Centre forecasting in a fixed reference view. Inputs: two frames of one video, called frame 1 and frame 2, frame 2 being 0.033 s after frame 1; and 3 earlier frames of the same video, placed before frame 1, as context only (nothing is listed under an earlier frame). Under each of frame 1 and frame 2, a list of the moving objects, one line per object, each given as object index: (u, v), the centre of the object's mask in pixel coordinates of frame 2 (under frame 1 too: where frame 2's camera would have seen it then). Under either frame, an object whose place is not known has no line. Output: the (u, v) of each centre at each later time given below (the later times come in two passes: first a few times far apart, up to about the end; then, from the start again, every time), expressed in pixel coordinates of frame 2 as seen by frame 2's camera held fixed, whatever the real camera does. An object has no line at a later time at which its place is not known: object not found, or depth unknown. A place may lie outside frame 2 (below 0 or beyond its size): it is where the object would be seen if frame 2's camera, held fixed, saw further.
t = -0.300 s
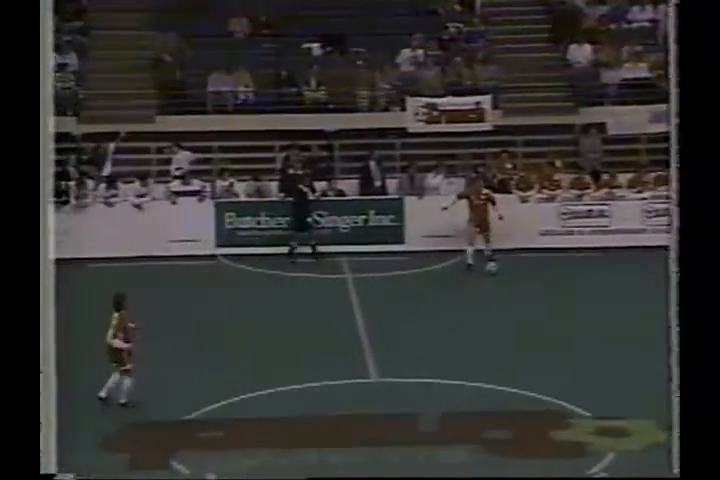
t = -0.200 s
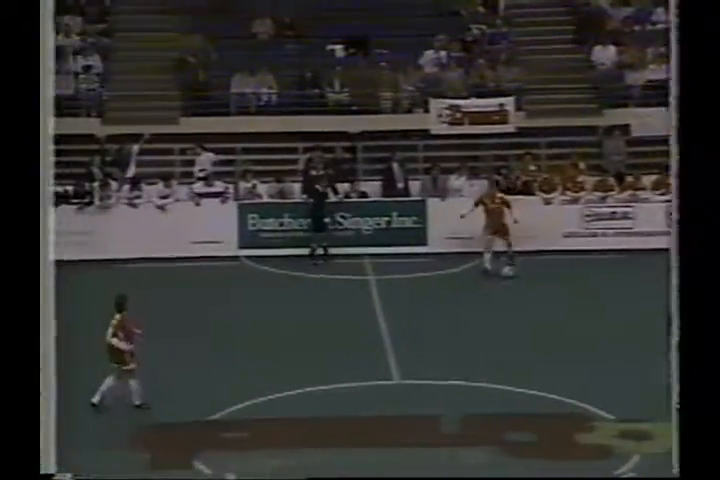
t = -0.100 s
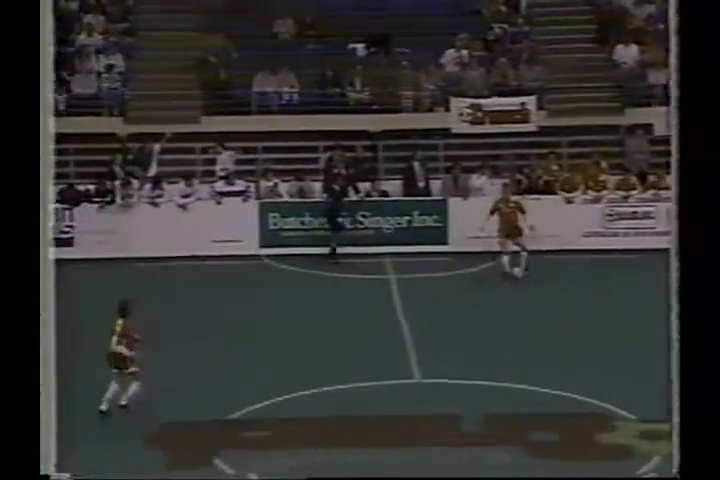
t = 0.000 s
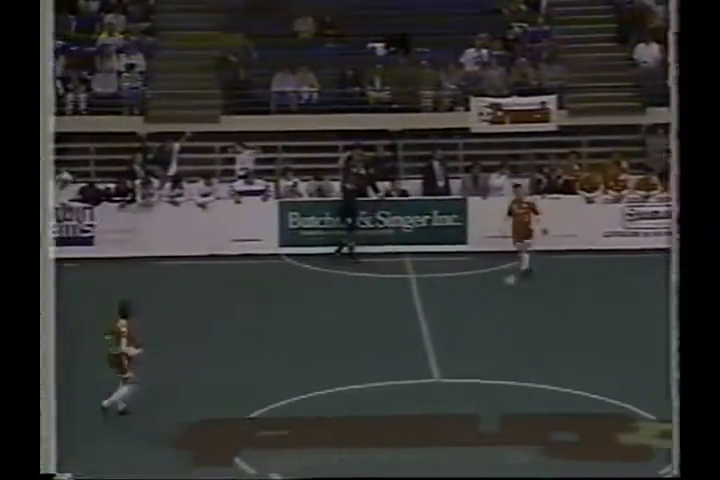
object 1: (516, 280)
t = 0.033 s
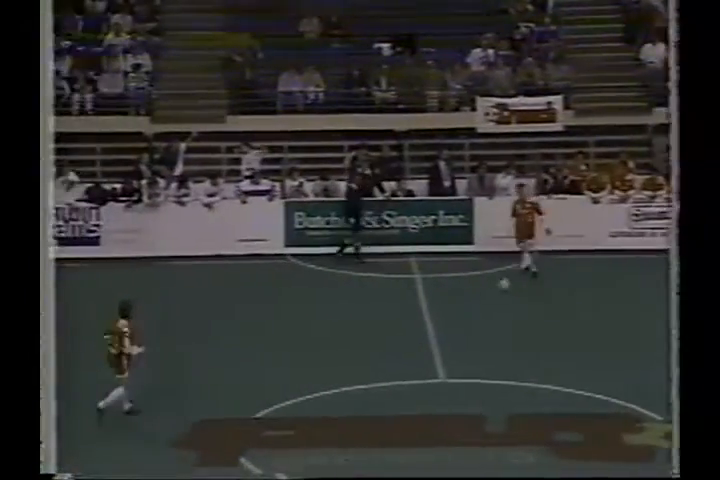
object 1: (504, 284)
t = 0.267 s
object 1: (411, 312)
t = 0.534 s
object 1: (305, 342)
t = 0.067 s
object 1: (490, 290)
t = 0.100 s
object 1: (478, 294)
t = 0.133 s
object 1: (464, 297)
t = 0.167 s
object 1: (450, 301)
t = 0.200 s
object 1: (437, 306)
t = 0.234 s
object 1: (425, 310)
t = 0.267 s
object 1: (411, 312)
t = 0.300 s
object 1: (397, 315)
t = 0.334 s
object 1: (385, 319)
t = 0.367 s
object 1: (371, 325)
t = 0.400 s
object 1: (357, 330)
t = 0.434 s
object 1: (345, 331)
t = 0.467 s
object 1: (331, 334)
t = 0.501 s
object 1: (319, 338)
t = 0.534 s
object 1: (305, 342)
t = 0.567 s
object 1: (292, 348)
